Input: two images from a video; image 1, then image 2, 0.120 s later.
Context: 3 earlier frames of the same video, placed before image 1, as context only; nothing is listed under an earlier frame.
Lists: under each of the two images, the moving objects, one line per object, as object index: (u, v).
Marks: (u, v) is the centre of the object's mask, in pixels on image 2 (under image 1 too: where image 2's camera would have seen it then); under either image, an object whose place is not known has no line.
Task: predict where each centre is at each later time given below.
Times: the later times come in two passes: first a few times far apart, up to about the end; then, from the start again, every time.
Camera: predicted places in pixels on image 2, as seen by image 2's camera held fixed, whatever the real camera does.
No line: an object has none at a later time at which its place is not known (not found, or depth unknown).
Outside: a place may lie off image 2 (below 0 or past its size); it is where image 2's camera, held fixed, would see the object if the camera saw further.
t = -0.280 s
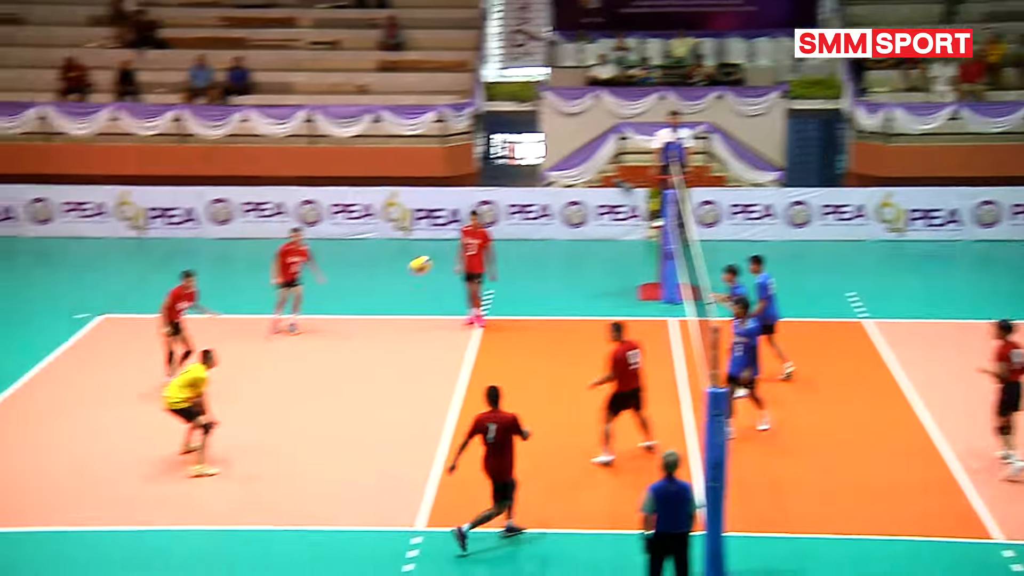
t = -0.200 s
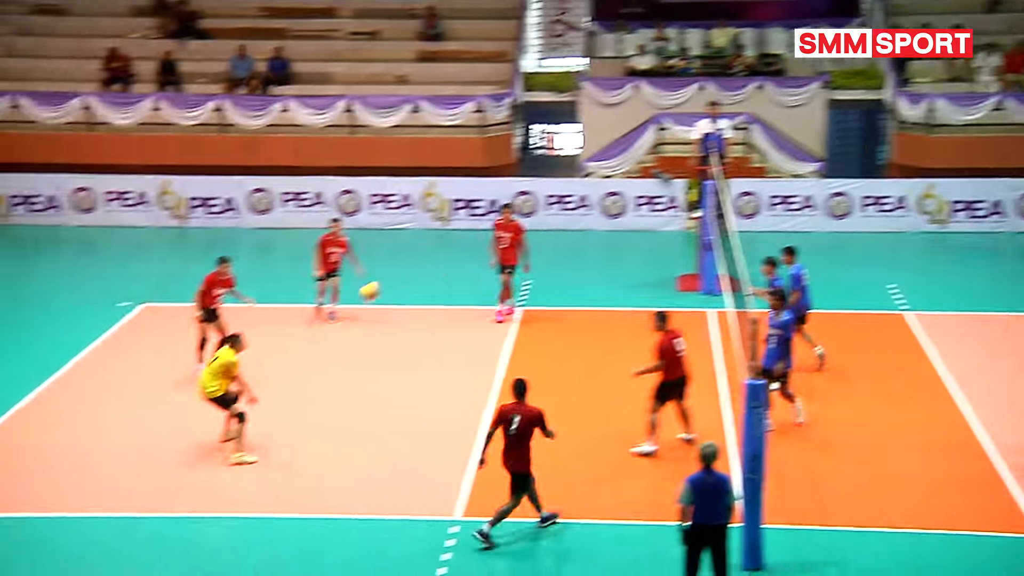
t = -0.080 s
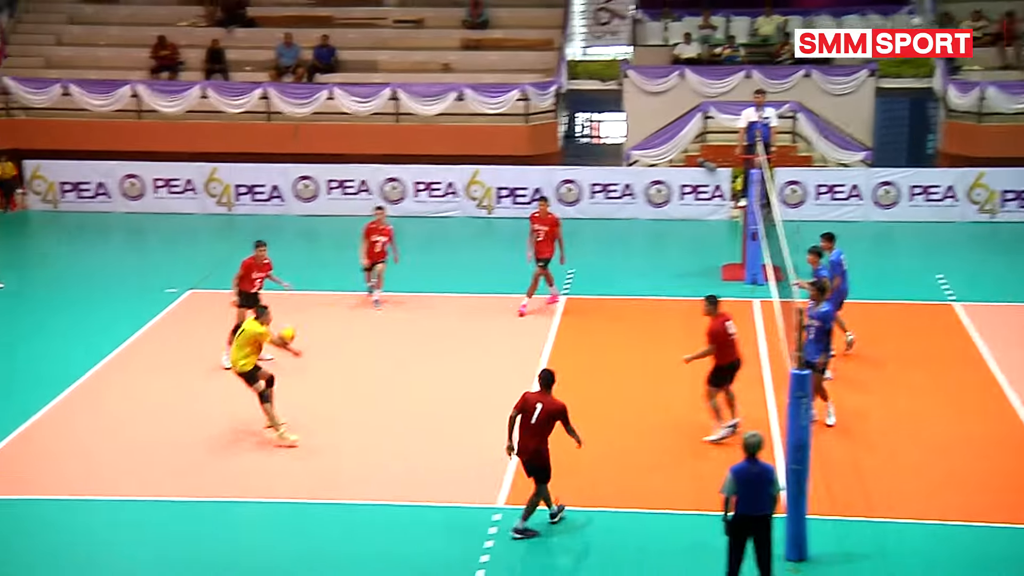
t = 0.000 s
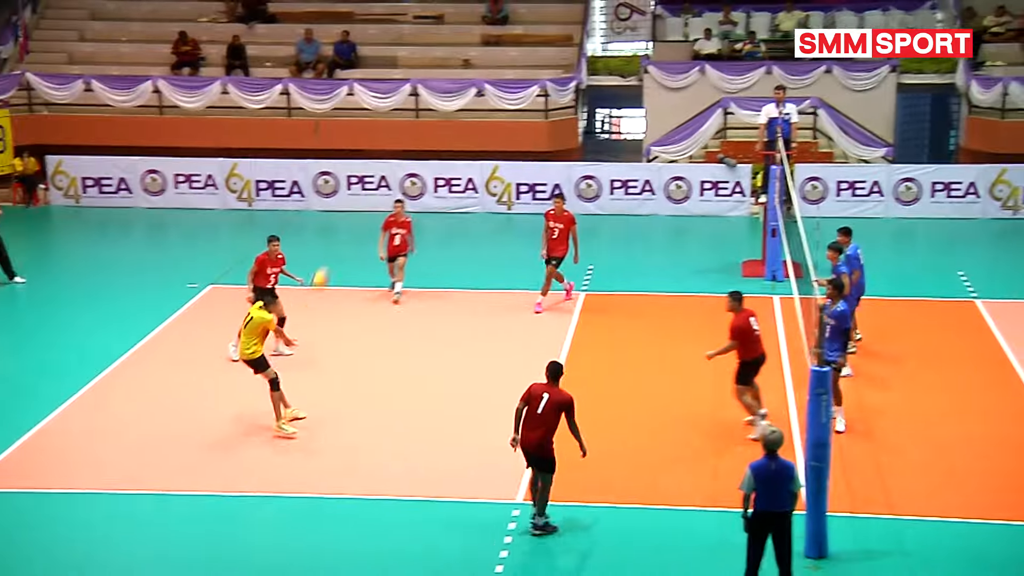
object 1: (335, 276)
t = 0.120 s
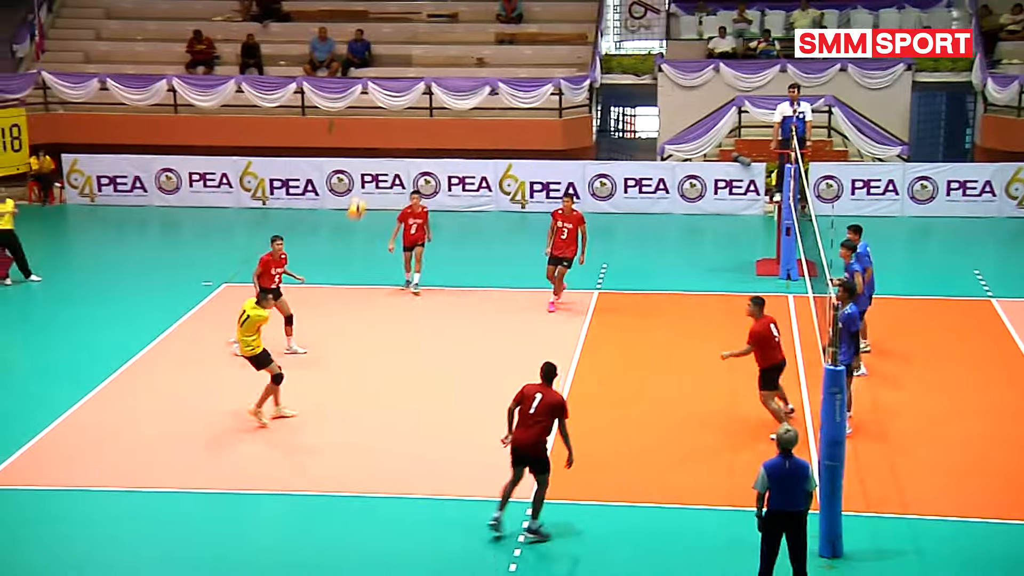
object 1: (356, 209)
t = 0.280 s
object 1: (385, 134)
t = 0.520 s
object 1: (427, 61)
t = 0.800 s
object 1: (477, 36)
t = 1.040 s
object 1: (518, 67)
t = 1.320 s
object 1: (569, 159)
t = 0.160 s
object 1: (364, 188)
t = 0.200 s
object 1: (369, 168)
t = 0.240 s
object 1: (377, 150)
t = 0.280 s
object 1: (385, 134)
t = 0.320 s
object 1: (391, 117)
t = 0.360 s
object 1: (398, 104)
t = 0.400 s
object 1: (406, 90)
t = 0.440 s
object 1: (412, 81)
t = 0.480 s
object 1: (420, 70)
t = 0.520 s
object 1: (427, 61)
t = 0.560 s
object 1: (434, 55)
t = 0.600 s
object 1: (441, 47)
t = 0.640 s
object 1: (448, 42)
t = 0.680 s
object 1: (455, 39)
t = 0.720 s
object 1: (462, 36)
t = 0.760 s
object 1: (469, 36)
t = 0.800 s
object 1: (477, 36)
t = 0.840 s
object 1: (483, 38)
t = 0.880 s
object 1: (490, 42)
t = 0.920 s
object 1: (497, 46)
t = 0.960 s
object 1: (504, 51)
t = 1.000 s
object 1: (512, 58)
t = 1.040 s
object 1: (518, 67)
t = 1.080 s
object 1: (525, 77)
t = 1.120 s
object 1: (532, 88)
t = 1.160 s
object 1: (540, 100)
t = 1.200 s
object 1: (547, 112)
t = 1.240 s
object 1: (554, 128)
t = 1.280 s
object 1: (562, 145)
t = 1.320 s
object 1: (569, 159)
